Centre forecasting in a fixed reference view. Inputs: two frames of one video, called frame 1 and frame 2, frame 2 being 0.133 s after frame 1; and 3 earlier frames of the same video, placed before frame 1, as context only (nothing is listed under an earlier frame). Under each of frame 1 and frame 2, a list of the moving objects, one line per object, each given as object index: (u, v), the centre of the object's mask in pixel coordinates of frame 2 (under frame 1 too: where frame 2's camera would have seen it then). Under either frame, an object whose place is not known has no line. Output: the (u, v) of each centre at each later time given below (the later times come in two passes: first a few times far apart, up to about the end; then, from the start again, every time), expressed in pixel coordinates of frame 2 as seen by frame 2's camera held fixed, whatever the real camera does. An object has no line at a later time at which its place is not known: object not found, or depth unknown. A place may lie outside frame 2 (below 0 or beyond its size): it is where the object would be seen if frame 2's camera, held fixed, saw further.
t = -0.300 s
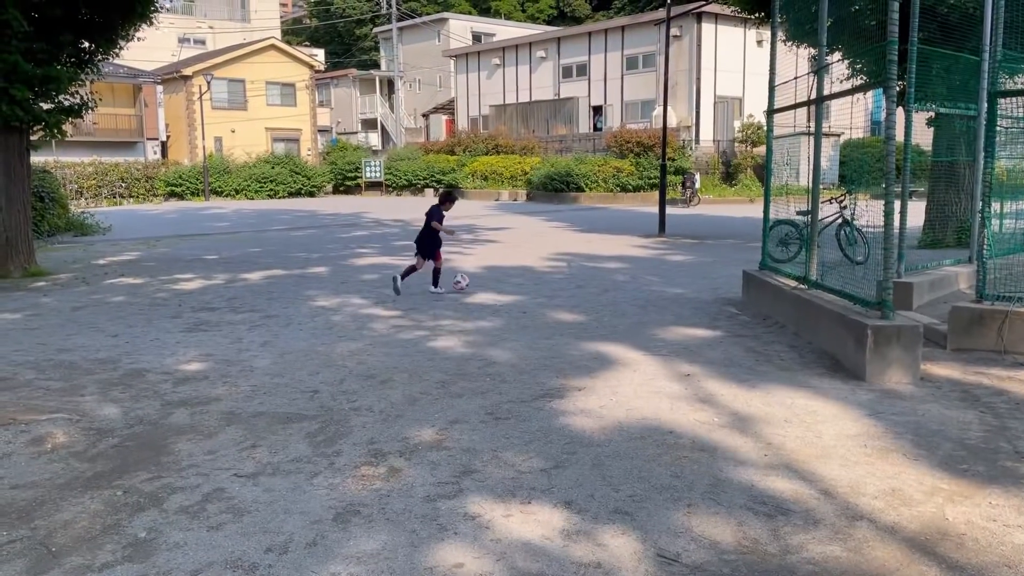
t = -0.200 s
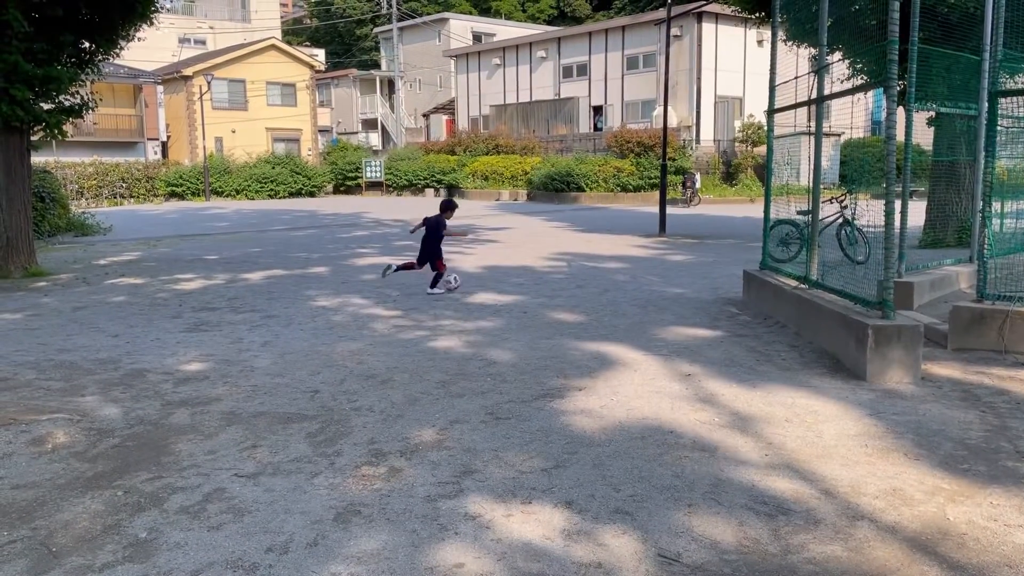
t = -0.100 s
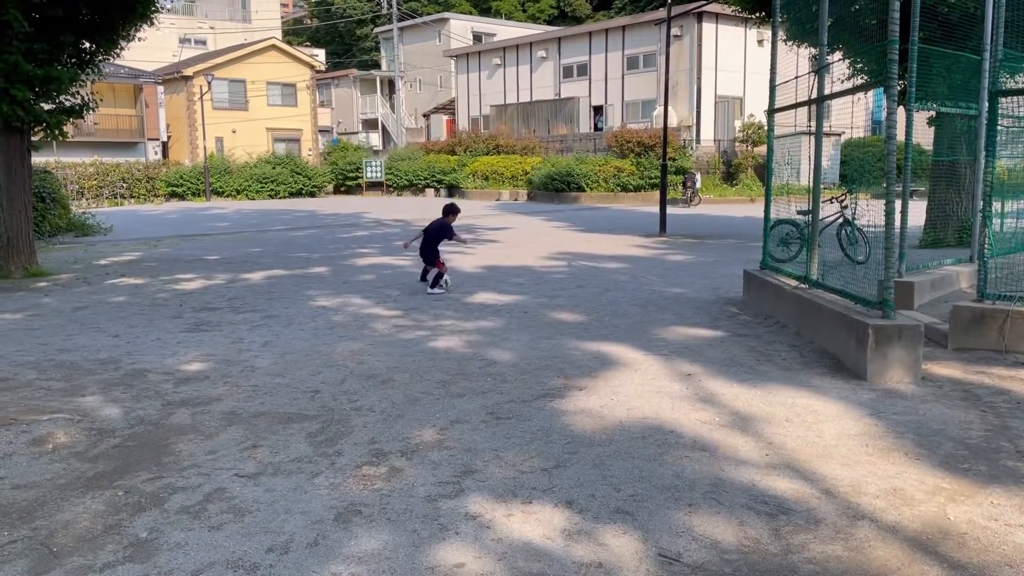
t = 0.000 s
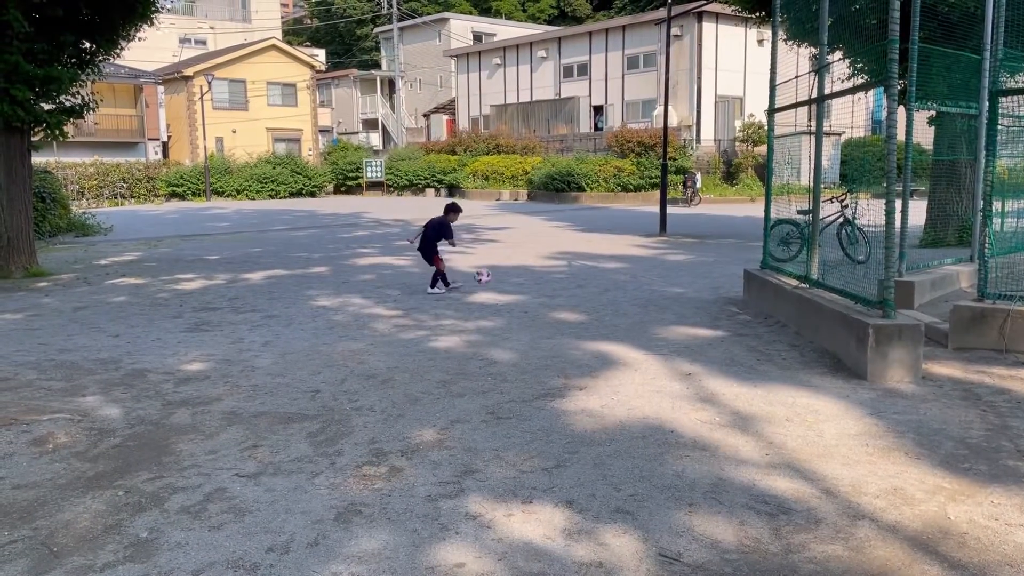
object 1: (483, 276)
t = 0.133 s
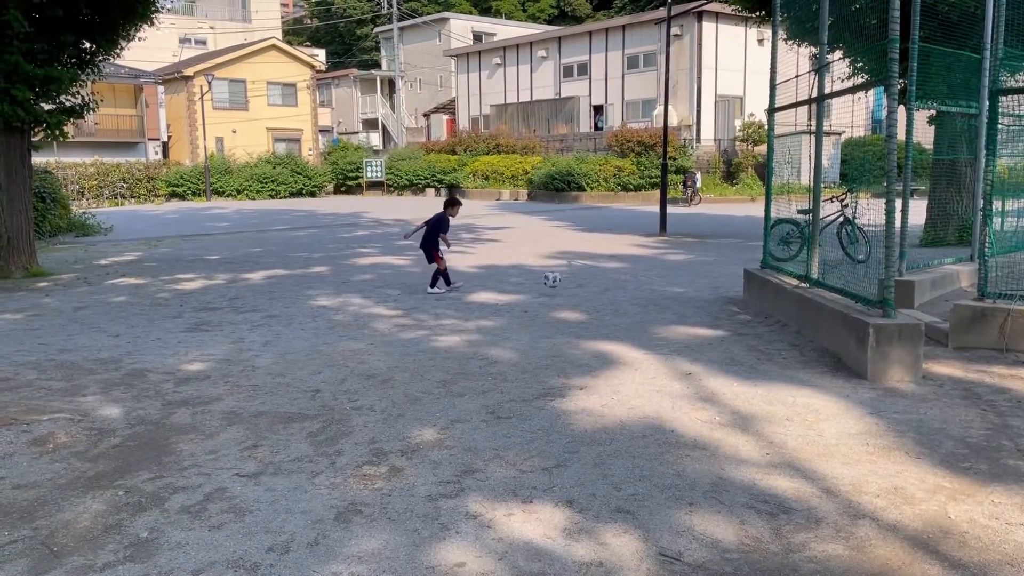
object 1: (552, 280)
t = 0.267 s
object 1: (618, 285)
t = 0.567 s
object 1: (738, 293)
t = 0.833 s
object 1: (689, 282)
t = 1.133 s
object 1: (660, 293)
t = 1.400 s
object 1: (650, 299)
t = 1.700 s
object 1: (638, 304)
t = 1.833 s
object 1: (633, 307)
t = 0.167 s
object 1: (570, 282)
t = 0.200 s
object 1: (588, 287)
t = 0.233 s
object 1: (602, 289)
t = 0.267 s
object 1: (618, 285)
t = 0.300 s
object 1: (632, 286)
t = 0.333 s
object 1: (647, 286)
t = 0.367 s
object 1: (662, 288)
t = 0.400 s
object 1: (676, 291)
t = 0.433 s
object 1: (691, 292)
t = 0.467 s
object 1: (703, 292)
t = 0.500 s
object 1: (715, 292)
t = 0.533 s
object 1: (728, 293)
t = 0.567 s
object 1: (738, 293)
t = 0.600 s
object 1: (734, 288)
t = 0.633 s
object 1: (728, 284)
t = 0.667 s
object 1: (721, 281)
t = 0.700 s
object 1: (715, 280)
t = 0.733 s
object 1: (708, 279)
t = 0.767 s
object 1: (702, 279)
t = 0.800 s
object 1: (695, 280)
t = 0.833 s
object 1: (689, 282)
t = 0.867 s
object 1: (682, 285)
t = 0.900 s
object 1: (676, 289)
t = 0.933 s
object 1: (669, 295)
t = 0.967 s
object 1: (667, 293)
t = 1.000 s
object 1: (666, 290)
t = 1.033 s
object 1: (664, 290)
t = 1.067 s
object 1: (663, 290)
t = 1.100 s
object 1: (662, 291)
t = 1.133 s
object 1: (660, 293)
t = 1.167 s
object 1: (659, 297)
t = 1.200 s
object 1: (657, 297)
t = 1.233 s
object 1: (656, 295)
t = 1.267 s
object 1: (655, 295)
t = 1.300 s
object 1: (654, 295)
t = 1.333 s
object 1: (652, 297)
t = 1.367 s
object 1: (651, 300)
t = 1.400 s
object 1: (650, 299)
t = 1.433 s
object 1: (649, 299)
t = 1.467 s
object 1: (647, 299)
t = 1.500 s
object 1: (646, 300)
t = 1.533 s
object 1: (645, 302)
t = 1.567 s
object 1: (643, 302)
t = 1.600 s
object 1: (642, 302)
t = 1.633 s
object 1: (640, 303)
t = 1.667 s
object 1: (639, 303)
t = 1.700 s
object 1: (638, 304)
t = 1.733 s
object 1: (636, 305)
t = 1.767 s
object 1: (635, 305)
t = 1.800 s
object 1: (634, 306)
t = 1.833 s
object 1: (633, 307)
